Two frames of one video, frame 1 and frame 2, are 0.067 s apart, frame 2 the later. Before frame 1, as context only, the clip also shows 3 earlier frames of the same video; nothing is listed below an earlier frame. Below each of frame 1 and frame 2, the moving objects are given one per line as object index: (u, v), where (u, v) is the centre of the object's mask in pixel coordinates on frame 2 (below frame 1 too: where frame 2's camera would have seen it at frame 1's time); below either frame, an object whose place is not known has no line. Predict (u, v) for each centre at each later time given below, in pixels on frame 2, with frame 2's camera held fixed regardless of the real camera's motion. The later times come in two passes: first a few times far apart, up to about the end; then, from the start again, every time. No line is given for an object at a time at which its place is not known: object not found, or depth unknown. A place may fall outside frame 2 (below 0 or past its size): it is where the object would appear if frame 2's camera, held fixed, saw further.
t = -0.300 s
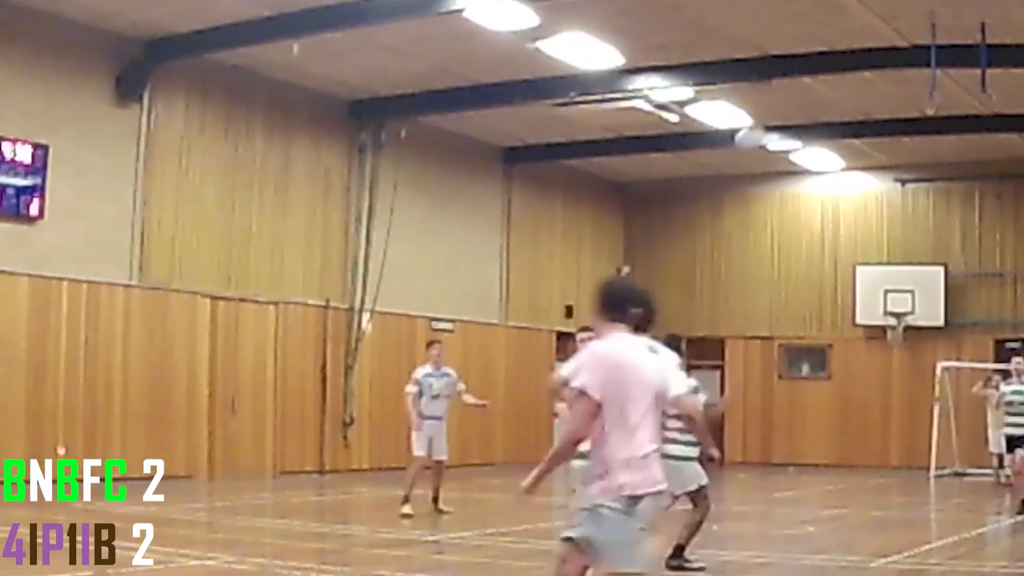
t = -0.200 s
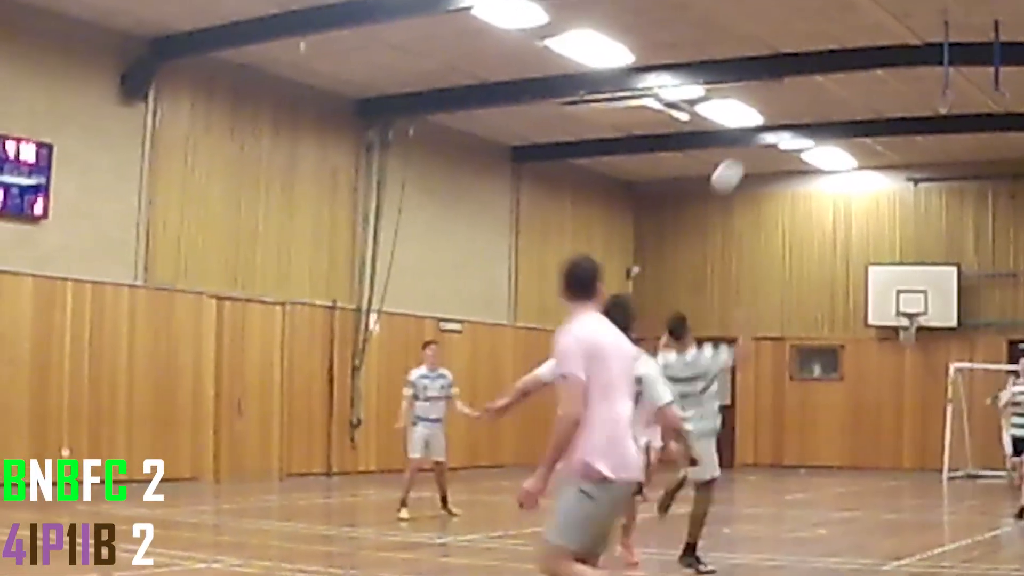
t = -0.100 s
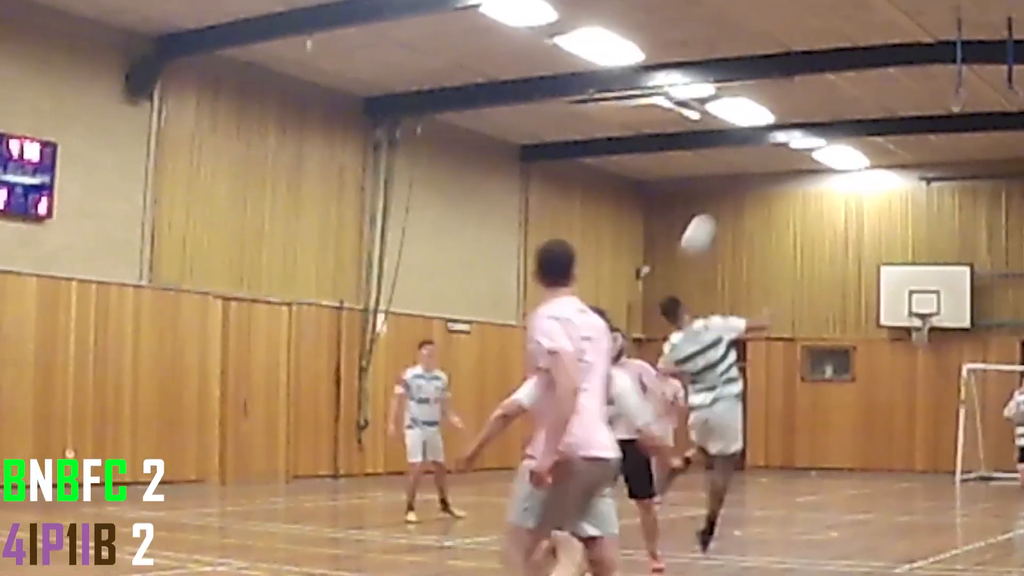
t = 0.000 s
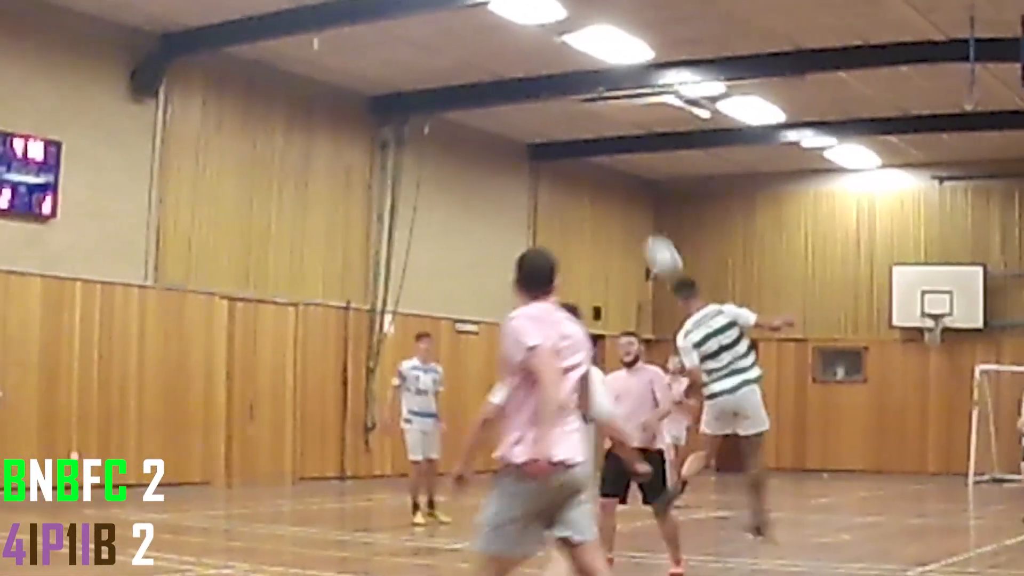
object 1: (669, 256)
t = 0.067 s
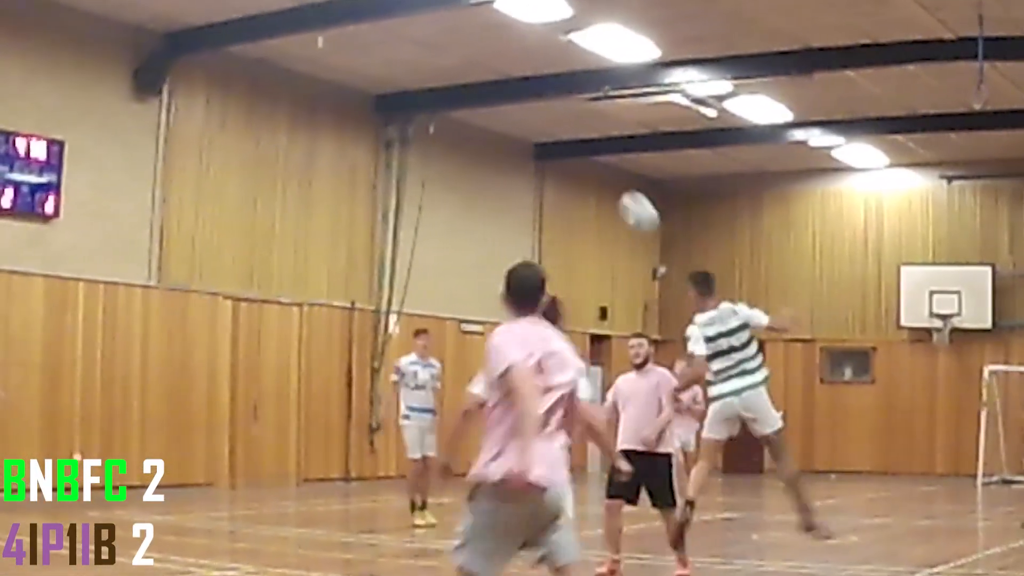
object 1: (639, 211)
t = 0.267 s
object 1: (546, 119)
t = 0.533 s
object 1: (423, 86)
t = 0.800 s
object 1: (300, 150)
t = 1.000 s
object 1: (206, 267)
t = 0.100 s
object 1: (623, 192)
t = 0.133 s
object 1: (607, 175)
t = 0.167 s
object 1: (592, 158)
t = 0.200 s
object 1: (577, 144)
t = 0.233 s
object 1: (562, 131)
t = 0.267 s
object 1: (546, 119)
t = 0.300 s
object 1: (530, 109)
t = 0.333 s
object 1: (515, 101)
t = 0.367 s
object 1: (499, 95)
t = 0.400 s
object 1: (485, 90)
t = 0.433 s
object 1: (470, 87)
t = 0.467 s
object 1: (453, 84)
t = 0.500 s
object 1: (438, 84)
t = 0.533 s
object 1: (423, 86)
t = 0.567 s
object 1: (407, 89)
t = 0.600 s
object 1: (392, 94)
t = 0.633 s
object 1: (376, 100)
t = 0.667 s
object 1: (361, 106)
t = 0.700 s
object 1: (345, 115)
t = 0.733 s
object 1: (331, 124)
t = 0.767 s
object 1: (316, 134)
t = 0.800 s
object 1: (300, 150)
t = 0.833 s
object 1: (284, 163)
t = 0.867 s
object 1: (267, 182)
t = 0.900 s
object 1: (252, 199)
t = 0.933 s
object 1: (237, 219)
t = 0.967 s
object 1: (221, 242)
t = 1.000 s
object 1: (206, 267)
